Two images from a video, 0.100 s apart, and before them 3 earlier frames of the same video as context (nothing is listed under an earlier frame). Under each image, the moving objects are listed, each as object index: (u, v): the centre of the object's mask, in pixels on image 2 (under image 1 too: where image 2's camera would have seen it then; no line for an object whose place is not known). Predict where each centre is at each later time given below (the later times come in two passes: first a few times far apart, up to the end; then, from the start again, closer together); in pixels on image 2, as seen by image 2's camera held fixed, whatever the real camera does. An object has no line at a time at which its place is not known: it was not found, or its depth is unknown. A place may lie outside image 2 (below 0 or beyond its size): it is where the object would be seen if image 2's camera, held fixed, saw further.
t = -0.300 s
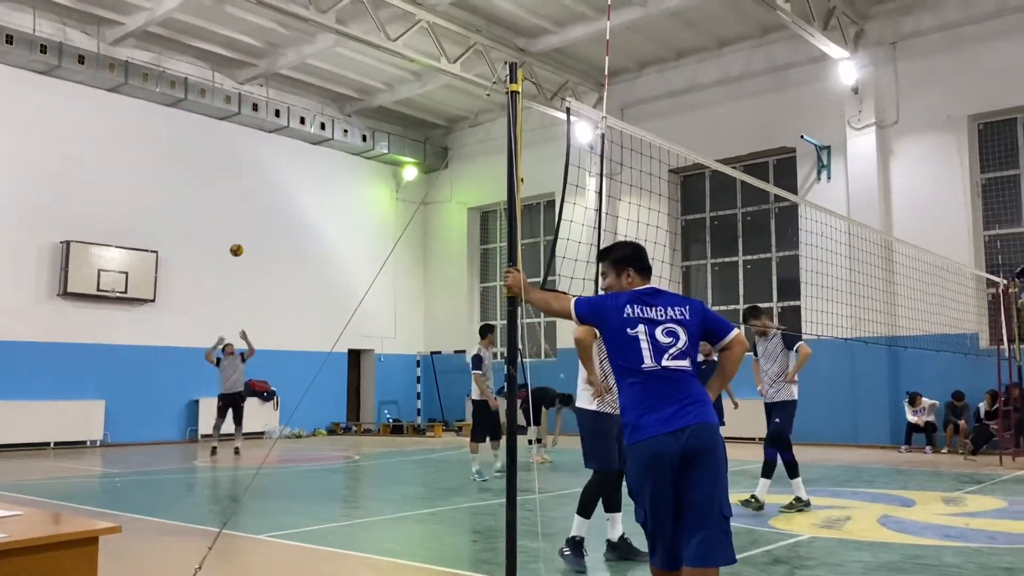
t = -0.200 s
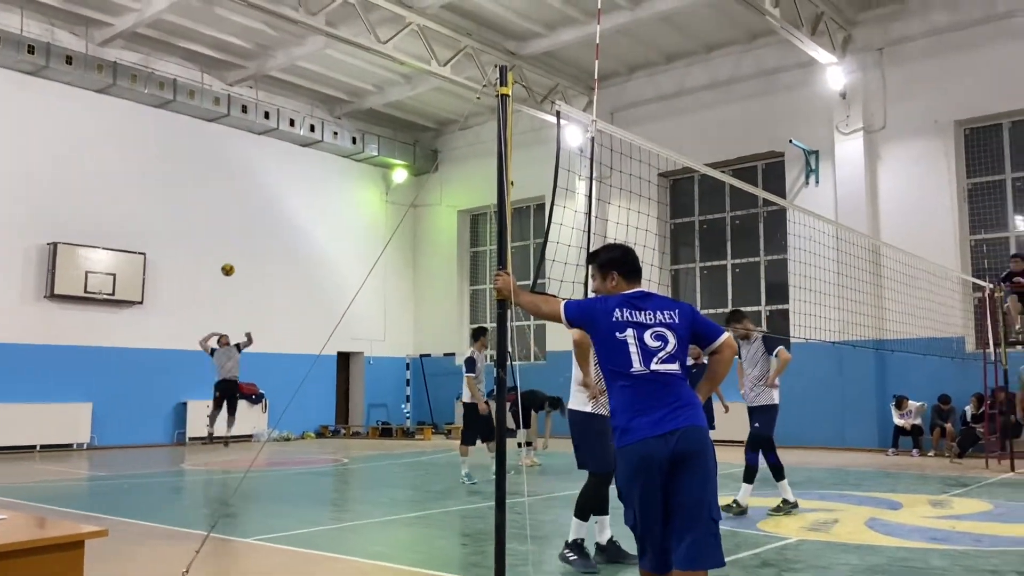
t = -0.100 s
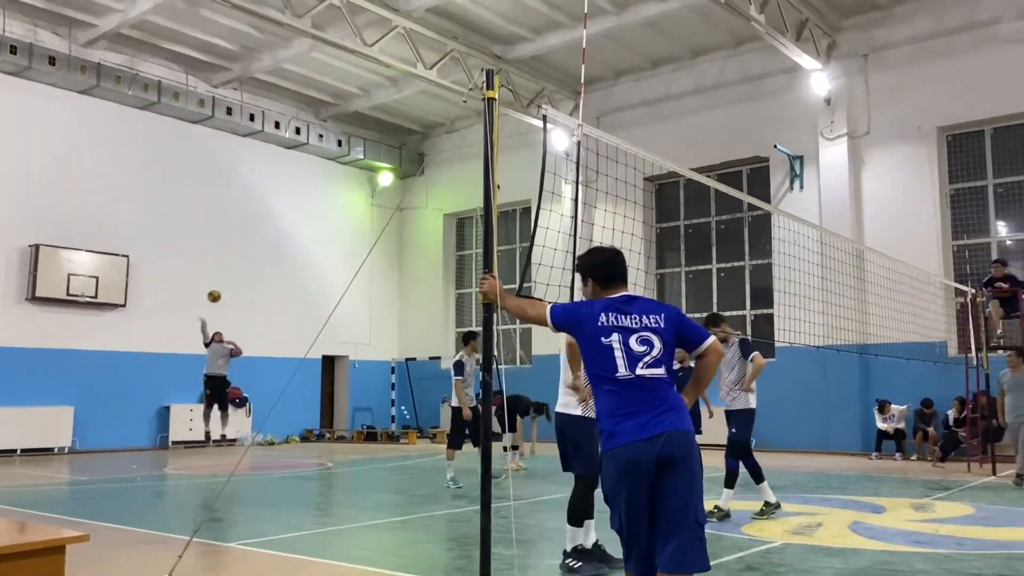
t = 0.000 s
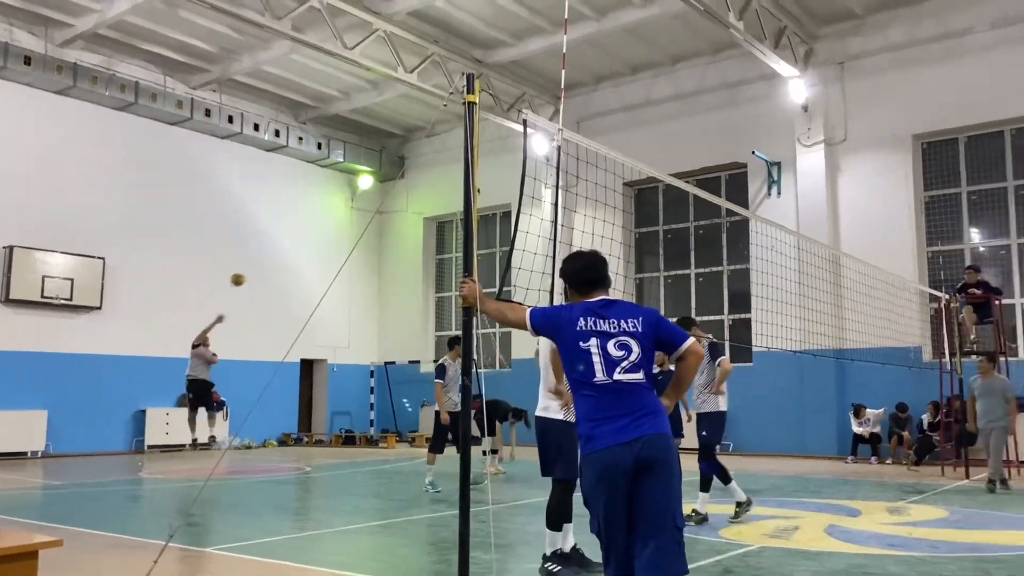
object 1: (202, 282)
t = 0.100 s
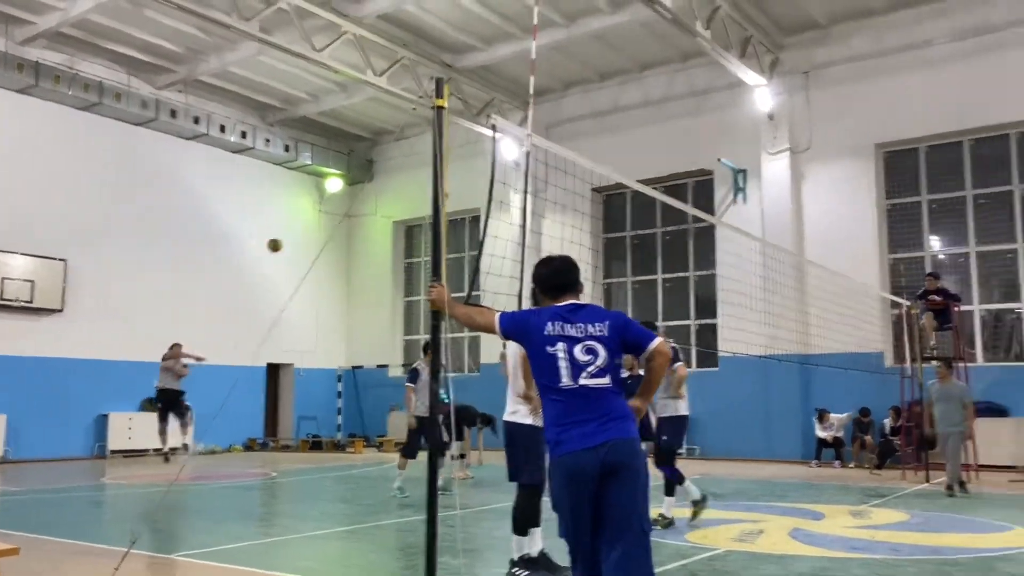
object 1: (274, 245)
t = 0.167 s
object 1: (324, 224)
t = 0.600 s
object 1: (731, 127)
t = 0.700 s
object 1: (851, 121)
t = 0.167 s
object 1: (324, 224)
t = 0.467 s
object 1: (588, 145)
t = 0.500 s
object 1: (622, 139)
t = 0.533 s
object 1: (654, 136)
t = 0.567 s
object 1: (695, 130)
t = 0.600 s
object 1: (731, 127)
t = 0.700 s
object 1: (851, 121)
